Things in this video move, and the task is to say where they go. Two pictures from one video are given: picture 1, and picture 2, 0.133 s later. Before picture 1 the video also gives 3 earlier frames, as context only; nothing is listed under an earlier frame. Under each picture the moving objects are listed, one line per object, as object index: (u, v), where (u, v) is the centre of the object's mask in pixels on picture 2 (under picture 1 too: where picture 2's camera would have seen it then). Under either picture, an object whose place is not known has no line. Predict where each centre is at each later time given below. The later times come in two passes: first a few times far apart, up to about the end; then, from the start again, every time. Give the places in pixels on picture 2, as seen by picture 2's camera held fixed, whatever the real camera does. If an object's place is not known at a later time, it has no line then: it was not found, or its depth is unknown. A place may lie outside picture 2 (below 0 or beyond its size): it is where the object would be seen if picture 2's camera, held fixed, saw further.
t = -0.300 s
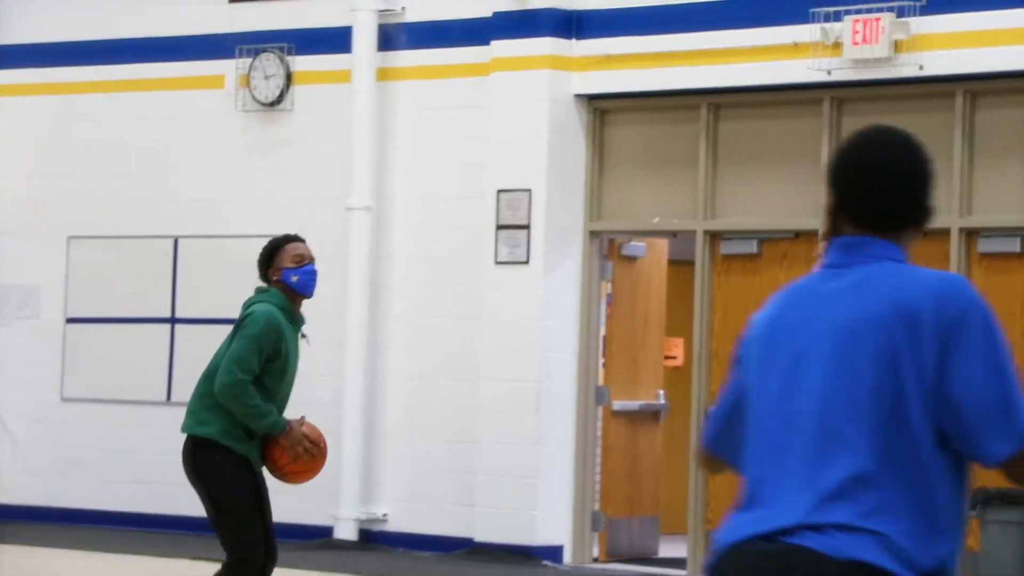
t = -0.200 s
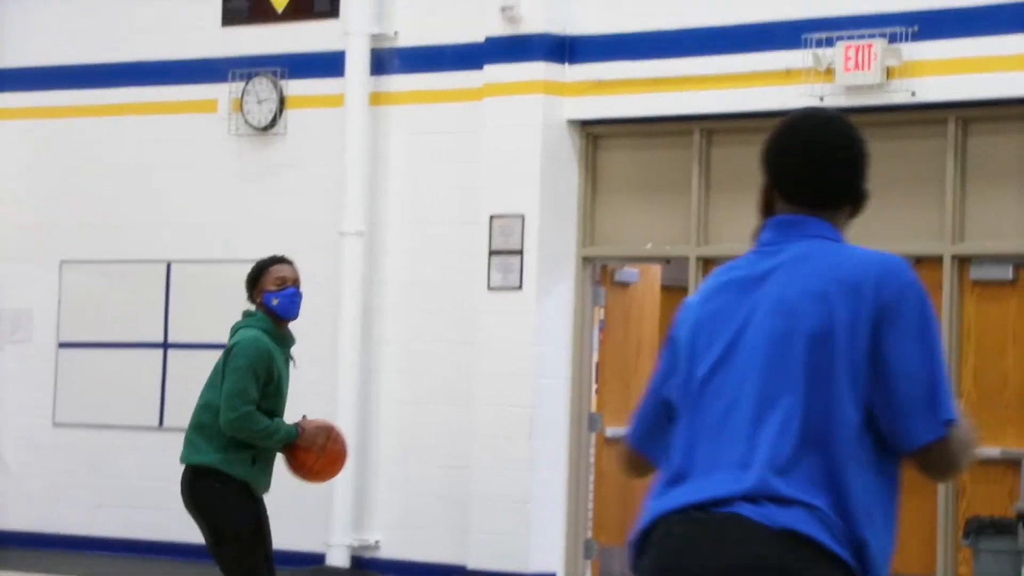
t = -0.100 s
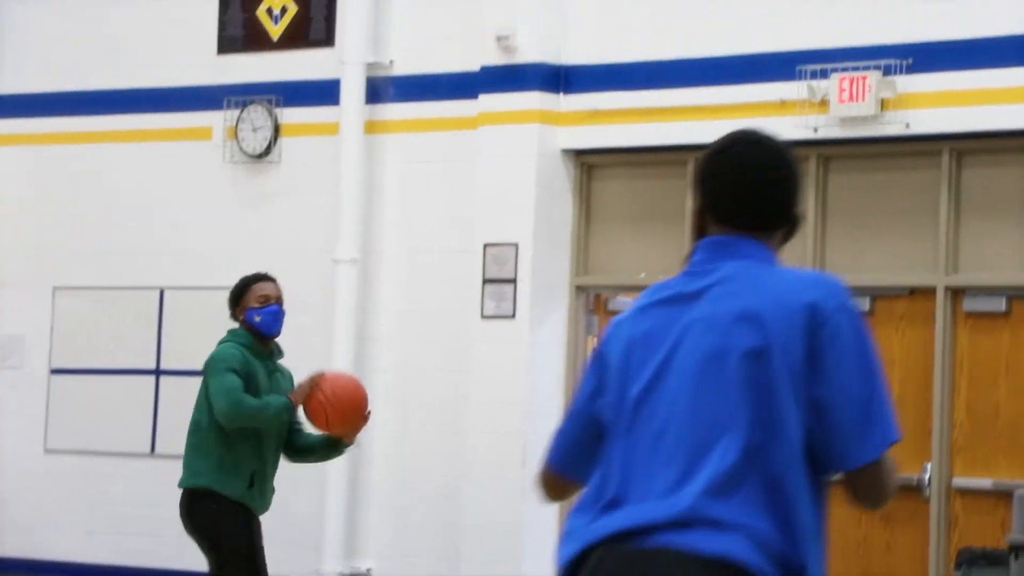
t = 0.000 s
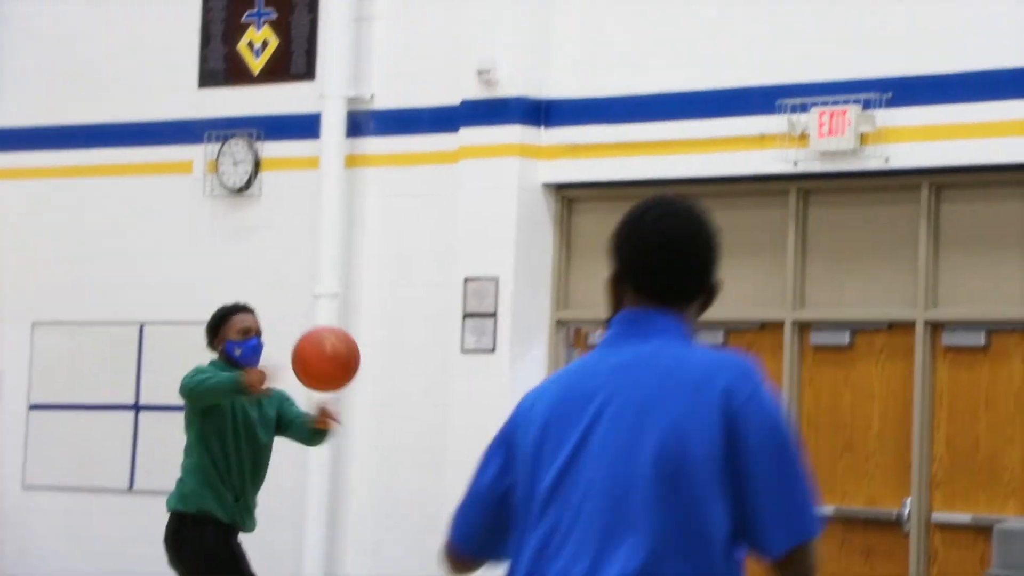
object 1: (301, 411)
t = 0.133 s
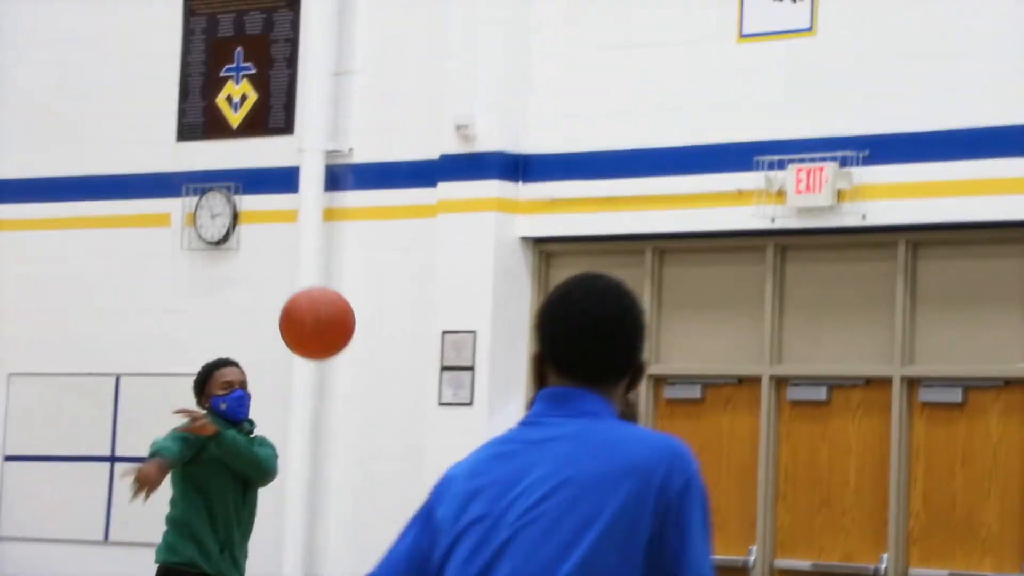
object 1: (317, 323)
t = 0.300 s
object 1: (336, 266)
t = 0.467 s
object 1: (354, 298)
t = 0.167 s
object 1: (321, 306)
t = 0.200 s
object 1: (324, 292)
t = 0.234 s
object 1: (328, 280)
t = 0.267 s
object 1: (332, 271)
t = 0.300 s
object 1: (336, 266)
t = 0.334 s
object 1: (340, 264)
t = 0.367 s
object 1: (343, 266)
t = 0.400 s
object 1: (347, 274)
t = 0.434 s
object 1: (351, 283)
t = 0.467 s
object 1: (354, 298)
